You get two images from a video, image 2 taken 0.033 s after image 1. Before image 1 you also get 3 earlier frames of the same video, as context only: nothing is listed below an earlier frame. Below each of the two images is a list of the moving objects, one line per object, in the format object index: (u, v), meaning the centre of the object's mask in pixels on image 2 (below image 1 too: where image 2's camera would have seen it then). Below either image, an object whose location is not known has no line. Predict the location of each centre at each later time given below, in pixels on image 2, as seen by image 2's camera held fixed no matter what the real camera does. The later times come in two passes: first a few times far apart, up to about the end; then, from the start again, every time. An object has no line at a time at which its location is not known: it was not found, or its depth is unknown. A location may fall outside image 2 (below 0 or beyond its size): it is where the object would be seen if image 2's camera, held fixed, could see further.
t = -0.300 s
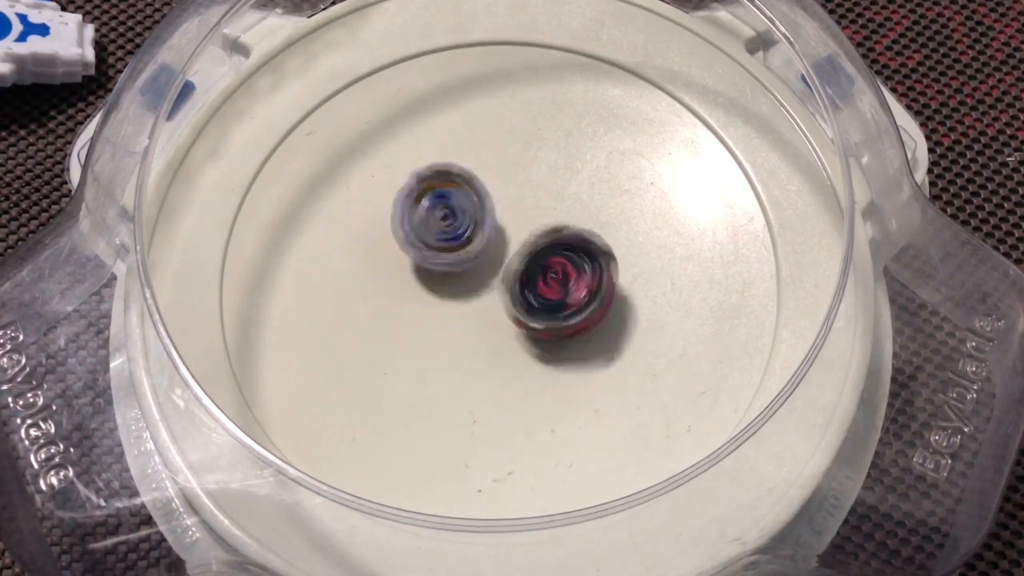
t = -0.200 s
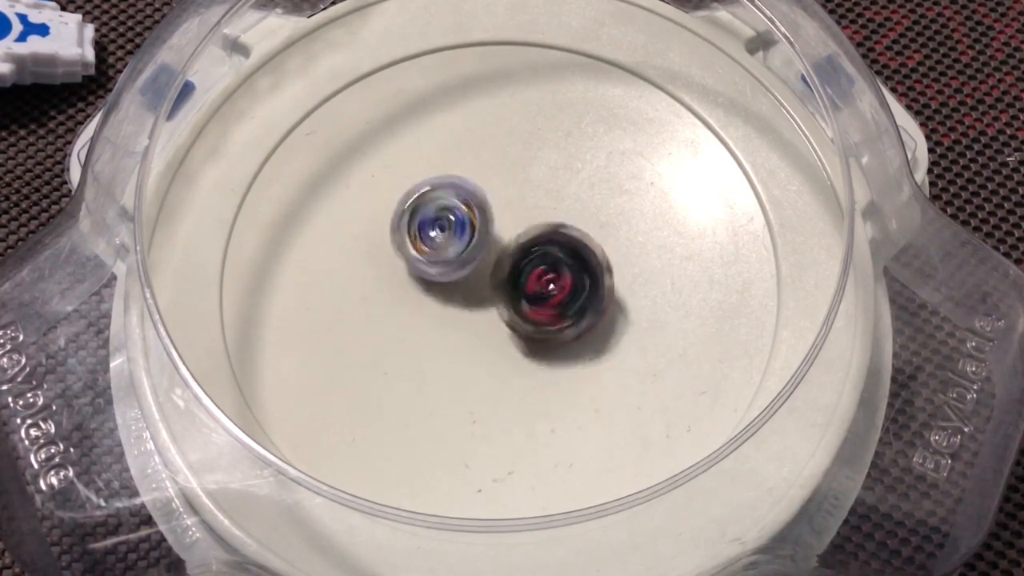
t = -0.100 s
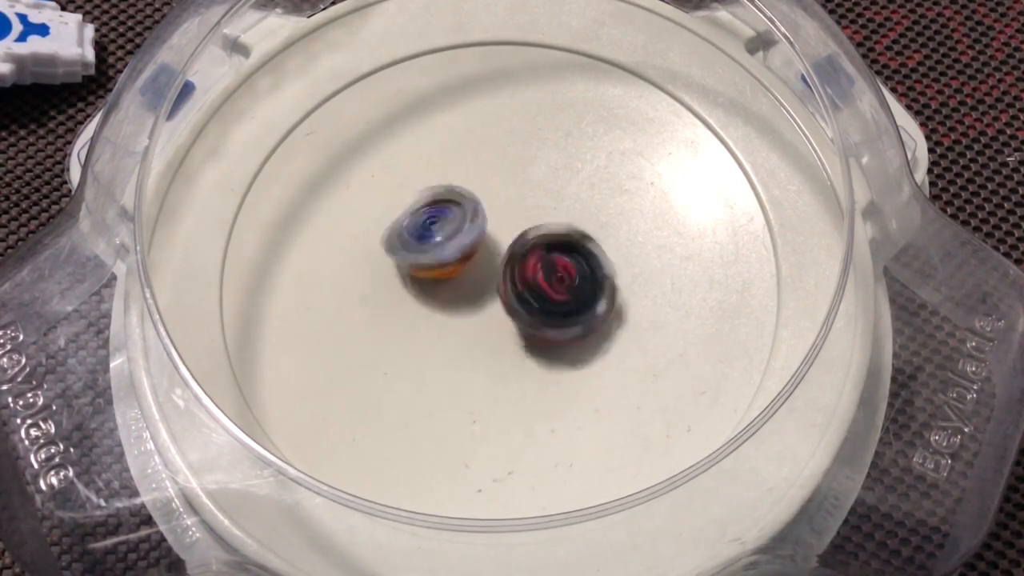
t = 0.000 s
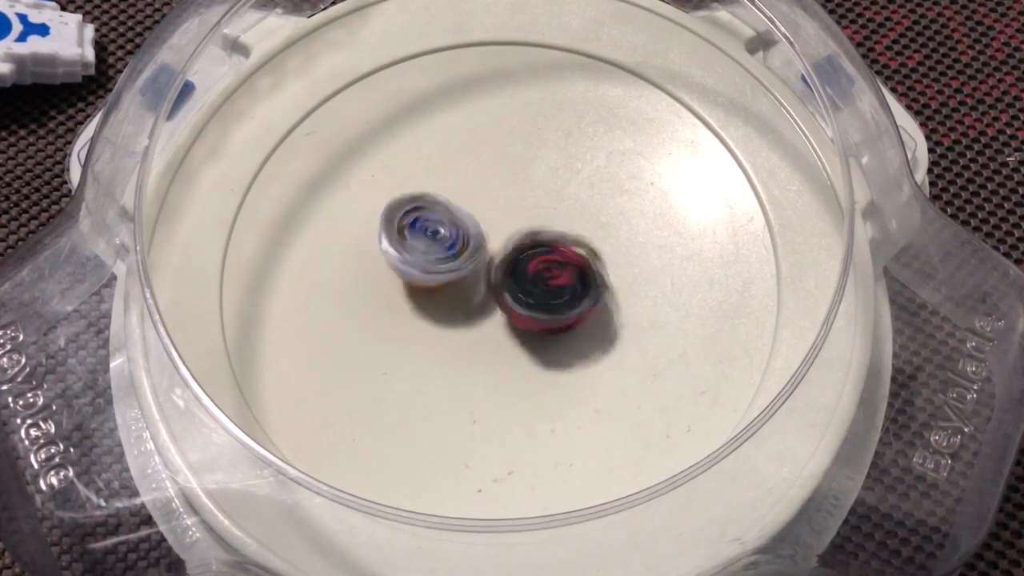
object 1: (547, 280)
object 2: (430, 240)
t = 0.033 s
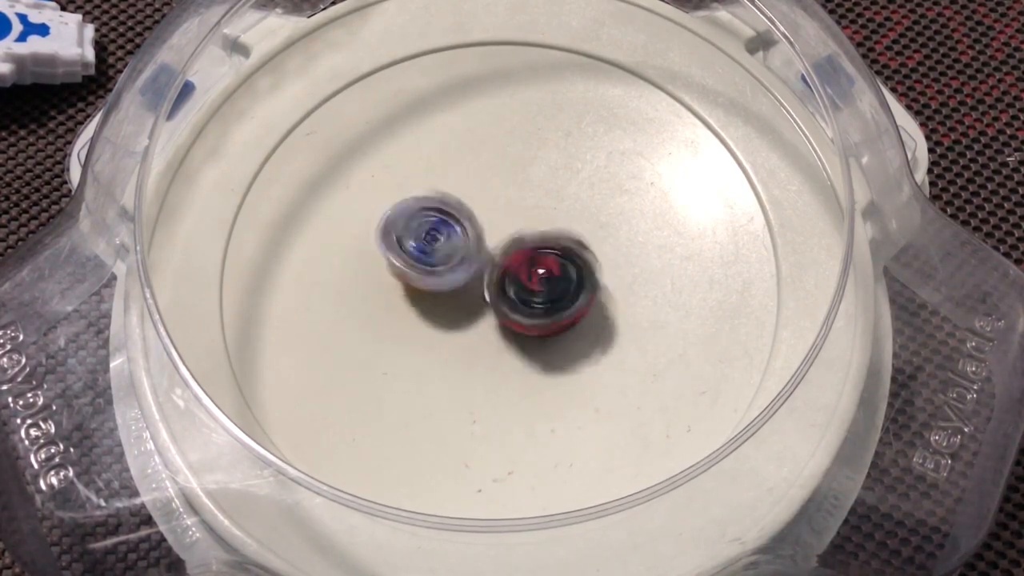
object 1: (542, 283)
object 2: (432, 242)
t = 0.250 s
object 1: (563, 277)
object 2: (441, 253)
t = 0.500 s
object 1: (566, 270)
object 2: (450, 271)
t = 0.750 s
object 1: (554, 288)
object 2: (430, 264)
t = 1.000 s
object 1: (535, 266)
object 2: (412, 268)
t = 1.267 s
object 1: (537, 268)
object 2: (425, 272)
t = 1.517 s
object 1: (557, 268)
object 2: (438, 264)
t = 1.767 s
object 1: (553, 261)
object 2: (453, 270)
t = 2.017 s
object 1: (543, 253)
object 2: (443, 287)
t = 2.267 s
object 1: (535, 240)
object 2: (446, 285)
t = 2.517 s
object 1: (535, 241)
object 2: (446, 285)
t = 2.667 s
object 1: (535, 240)
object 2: (446, 285)
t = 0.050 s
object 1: (540, 283)
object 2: (432, 245)
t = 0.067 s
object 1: (538, 287)
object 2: (431, 246)
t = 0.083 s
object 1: (543, 290)
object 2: (427, 242)
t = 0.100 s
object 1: (548, 292)
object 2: (426, 242)
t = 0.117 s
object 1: (553, 292)
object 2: (426, 243)
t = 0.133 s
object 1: (557, 291)
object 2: (425, 243)
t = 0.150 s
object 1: (560, 290)
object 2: (427, 241)
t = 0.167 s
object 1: (564, 289)
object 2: (431, 243)
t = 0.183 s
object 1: (565, 285)
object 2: (435, 247)
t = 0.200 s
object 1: (565, 284)
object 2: (437, 250)
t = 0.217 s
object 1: (564, 281)
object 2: (437, 252)
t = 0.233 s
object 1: (565, 279)
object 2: (439, 253)
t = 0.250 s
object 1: (563, 277)
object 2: (441, 253)
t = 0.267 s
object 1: (560, 276)
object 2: (442, 253)
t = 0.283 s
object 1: (559, 275)
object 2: (445, 253)
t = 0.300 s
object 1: (558, 274)
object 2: (446, 255)
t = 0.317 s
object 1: (558, 274)
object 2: (447, 256)
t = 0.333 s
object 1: (558, 272)
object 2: (448, 254)
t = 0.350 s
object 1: (557, 273)
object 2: (452, 254)
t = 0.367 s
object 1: (558, 271)
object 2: (453, 257)
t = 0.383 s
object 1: (560, 271)
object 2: (450, 262)
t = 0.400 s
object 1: (562, 269)
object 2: (448, 263)
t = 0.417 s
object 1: (565, 268)
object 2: (450, 263)
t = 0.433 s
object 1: (566, 267)
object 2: (451, 266)
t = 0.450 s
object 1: (566, 266)
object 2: (448, 269)
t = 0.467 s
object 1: (566, 268)
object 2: (446, 270)
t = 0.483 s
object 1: (566, 268)
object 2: (448, 270)
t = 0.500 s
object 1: (566, 270)
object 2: (450, 271)
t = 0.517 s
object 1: (566, 272)
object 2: (449, 273)
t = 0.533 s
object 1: (566, 274)
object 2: (445, 273)
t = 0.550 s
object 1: (565, 277)
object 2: (445, 271)
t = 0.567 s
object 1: (565, 279)
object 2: (448, 270)
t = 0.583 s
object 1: (563, 280)
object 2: (448, 271)
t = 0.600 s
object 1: (562, 281)
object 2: (446, 270)
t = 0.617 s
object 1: (561, 282)
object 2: (446, 268)
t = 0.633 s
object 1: (560, 283)
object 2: (448, 268)
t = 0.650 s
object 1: (559, 284)
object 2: (449, 270)
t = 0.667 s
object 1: (556, 284)
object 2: (446, 271)
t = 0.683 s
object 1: (555, 285)
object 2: (442, 269)
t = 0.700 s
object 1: (555, 286)
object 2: (440, 267)
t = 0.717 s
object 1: (553, 287)
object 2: (438, 266)
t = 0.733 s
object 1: (554, 288)
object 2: (434, 266)
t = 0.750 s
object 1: (554, 288)
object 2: (430, 264)
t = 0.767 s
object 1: (553, 286)
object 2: (428, 263)
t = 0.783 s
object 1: (554, 285)
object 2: (427, 263)
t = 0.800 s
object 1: (552, 282)
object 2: (426, 264)
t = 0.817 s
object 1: (550, 281)
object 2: (423, 265)
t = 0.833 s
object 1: (549, 278)
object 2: (422, 264)
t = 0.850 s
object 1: (546, 277)
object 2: (421, 264)
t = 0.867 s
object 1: (546, 277)
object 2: (418, 267)
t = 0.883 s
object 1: (544, 274)
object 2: (414, 268)
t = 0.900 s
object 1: (541, 272)
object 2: (412, 267)
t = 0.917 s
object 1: (541, 271)
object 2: (411, 266)
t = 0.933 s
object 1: (541, 269)
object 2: (409, 267)
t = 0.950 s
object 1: (539, 270)
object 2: (407, 270)
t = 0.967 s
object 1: (538, 270)
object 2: (406, 270)
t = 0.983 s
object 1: (537, 267)
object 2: (407, 268)
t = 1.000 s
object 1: (535, 266)
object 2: (412, 268)
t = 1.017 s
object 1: (533, 267)
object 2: (413, 269)
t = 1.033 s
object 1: (532, 265)
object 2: (413, 270)
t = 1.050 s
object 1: (533, 266)
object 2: (411, 269)
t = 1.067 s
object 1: (532, 265)
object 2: (414, 268)
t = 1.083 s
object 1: (535, 265)
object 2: (417, 270)
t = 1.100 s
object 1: (535, 266)
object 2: (417, 272)
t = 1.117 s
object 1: (534, 266)
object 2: (418, 273)
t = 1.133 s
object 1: (533, 266)
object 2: (417, 273)
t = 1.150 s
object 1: (532, 266)
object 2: (419, 273)
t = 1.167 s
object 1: (532, 266)
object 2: (421, 276)
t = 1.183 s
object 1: (532, 266)
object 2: (422, 279)
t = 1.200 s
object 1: (533, 266)
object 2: (422, 280)
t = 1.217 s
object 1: (533, 265)
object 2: (423, 279)
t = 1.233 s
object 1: (533, 266)
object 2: (424, 278)
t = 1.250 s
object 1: (535, 267)
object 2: (425, 275)
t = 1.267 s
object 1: (537, 268)
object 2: (425, 272)
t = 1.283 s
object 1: (540, 269)
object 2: (425, 269)
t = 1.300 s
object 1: (541, 270)
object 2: (426, 268)
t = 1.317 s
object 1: (543, 270)
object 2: (425, 268)
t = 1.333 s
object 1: (545, 269)
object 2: (425, 268)
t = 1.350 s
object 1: (546, 270)
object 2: (425, 267)
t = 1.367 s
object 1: (547, 270)
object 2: (427, 264)
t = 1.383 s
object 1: (549, 270)
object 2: (431, 262)
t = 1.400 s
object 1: (548, 269)
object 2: (435, 263)
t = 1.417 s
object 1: (547, 270)
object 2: (435, 263)
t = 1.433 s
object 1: (550, 270)
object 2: (433, 263)
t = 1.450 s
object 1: (552, 270)
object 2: (431, 261)
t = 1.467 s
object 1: (554, 270)
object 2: (431, 260)
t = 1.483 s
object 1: (556, 269)
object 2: (434, 261)
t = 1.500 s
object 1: (557, 269)
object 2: (437, 263)
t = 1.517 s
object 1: (557, 268)
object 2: (438, 264)
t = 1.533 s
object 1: (556, 267)
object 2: (439, 264)
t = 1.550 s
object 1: (556, 266)
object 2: (438, 263)
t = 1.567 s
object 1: (555, 266)
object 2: (438, 261)
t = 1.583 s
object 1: (554, 265)
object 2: (439, 261)
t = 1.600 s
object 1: (553, 264)
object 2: (439, 261)
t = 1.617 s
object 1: (553, 263)
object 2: (439, 261)
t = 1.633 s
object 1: (552, 262)
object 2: (441, 262)
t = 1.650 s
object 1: (552, 262)
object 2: (443, 263)
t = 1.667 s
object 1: (552, 261)
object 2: (444, 266)
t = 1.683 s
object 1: (552, 261)
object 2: (445, 267)
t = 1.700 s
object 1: (552, 261)
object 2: (446, 268)
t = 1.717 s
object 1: (552, 261)
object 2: (448, 268)
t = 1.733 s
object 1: (553, 261)
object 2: (450, 268)
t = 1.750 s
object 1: (553, 261)
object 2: (452, 267)
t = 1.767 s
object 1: (553, 261)
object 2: (453, 270)
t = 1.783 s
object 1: (553, 261)
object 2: (451, 273)
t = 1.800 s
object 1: (556, 262)
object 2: (447, 275)
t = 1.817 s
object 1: (559, 263)
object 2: (441, 277)
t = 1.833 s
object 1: (560, 263)
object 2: (438, 280)
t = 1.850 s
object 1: (561, 263)
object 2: (434, 282)
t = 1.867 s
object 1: (561, 263)
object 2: (434, 284)
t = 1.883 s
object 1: (560, 263)
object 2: (432, 286)
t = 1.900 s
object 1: (558, 263)
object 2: (431, 286)
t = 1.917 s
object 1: (556, 263)
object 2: (433, 287)
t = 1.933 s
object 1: (553, 262)
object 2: (435, 287)
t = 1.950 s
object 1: (550, 260)
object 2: (438, 288)
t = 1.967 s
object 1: (548, 258)
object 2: (439, 288)
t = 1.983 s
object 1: (546, 257)
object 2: (441, 288)
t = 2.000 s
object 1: (544, 255)
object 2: (443, 288)
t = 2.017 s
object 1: (543, 253)
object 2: (443, 287)
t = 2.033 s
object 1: (541, 252)
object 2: (444, 286)
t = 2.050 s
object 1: (540, 250)
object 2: (445, 285)
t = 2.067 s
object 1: (538, 248)
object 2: (446, 285)
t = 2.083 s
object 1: (537, 247)
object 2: (446, 284)
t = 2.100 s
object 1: (537, 246)
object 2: (446, 284)
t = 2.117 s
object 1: (536, 244)
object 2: (446, 284)
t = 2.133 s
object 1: (536, 243)
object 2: (446, 284)
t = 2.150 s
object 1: (535, 242)
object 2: (446, 285)
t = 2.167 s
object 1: (535, 241)
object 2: (446, 285)
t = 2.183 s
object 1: (535, 240)
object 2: (446, 285)
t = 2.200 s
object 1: (535, 239)
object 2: (446, 285)
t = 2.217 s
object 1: (535, 239)
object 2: (446, 285)
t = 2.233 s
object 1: (535, 239)
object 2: (446, 285)
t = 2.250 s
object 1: (535, 239)
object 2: (446, 285)
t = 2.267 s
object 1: (535, 240)
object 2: (446, 285)
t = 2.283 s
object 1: (535, 240)
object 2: (446, 285)
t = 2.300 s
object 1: (535, 241)
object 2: (446, 285)
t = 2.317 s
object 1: (535, 241)
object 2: (446, 285)
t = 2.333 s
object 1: (535, 241)
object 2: (446, 285)
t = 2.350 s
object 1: (535, 242)
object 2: (446, 285)
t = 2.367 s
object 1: (535, 242)
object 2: (446, 285)
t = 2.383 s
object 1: (535, 242)
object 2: (446, 285)
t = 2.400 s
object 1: (535, 242)
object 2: (446, 285)
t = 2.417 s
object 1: (535, 242)
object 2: (446, 285)
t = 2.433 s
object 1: (535, 241)
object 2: (446, 285)
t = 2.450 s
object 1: (535, 241)
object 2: (446, 285)
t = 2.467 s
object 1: (535, 241)
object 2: (446, 285)
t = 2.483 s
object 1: (535, 241)
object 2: (446, 285)
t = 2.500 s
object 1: (535, 241)
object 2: (446, 285)
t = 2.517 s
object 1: (535, 241)
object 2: (446, 285)
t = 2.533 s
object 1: (535, 241)
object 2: (446, 285)
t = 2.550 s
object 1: (535, 240)
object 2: (446, 285)
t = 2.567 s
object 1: (535, 240)
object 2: (446, 285)
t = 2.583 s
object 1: (535, 240)
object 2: (446, 285)
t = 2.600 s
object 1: (535, 240)
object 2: (446, 285)
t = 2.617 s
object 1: (535, 240)
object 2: (446, 285)
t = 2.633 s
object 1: (535, 240)
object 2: (446, 285)
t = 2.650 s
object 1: (535, 240)
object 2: (446, 285)
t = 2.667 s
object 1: (535, 240)
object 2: (446, 285)
